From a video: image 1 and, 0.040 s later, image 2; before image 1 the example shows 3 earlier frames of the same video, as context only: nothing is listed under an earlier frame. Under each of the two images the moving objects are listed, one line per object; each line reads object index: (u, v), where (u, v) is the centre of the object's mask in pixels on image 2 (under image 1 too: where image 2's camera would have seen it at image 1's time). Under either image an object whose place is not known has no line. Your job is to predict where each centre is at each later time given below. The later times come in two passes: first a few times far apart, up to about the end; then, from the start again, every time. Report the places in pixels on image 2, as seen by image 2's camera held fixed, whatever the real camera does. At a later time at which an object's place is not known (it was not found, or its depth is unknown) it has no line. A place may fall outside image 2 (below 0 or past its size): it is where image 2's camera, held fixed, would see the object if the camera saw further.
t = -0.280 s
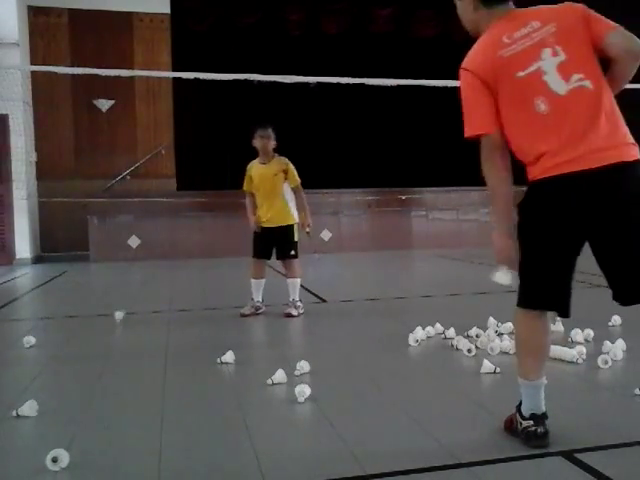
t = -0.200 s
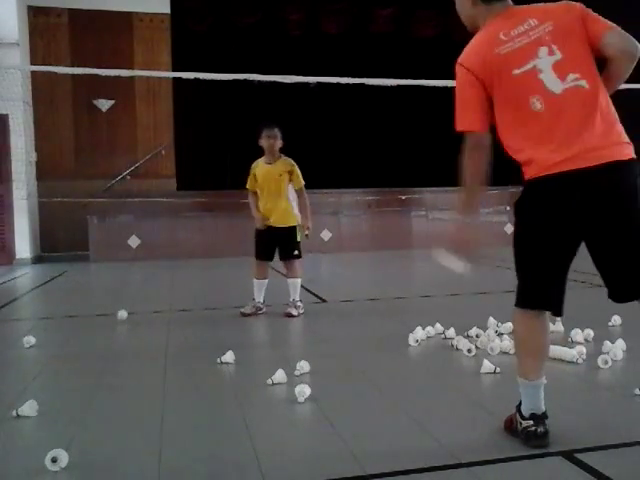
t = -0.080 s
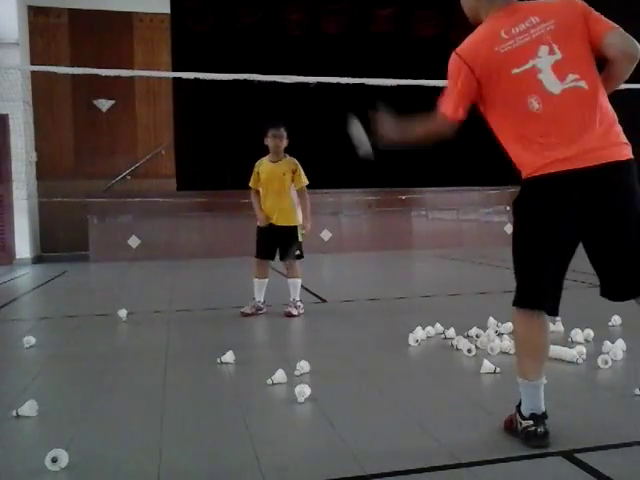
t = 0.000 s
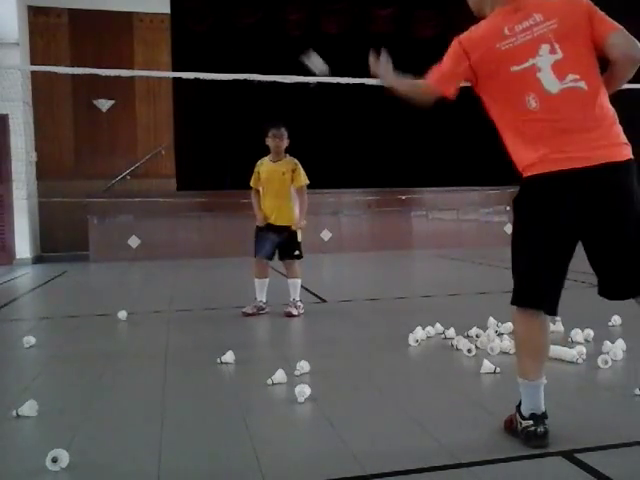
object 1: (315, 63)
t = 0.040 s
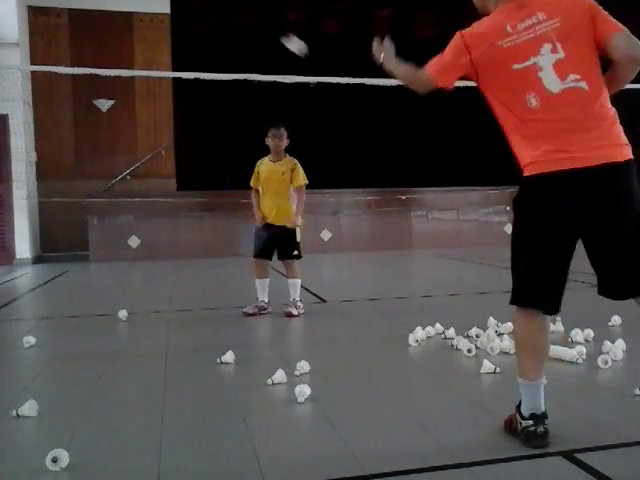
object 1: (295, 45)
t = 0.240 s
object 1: (212, 9)
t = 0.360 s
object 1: (177, 19)
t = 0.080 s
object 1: (275, 33)
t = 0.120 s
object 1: (256, 23)
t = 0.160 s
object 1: (240, 16)
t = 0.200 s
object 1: (225, 12)
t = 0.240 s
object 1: (212, 9)
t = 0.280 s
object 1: (200, 9)
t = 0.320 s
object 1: (188, 12)
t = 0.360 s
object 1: (177, 19)
